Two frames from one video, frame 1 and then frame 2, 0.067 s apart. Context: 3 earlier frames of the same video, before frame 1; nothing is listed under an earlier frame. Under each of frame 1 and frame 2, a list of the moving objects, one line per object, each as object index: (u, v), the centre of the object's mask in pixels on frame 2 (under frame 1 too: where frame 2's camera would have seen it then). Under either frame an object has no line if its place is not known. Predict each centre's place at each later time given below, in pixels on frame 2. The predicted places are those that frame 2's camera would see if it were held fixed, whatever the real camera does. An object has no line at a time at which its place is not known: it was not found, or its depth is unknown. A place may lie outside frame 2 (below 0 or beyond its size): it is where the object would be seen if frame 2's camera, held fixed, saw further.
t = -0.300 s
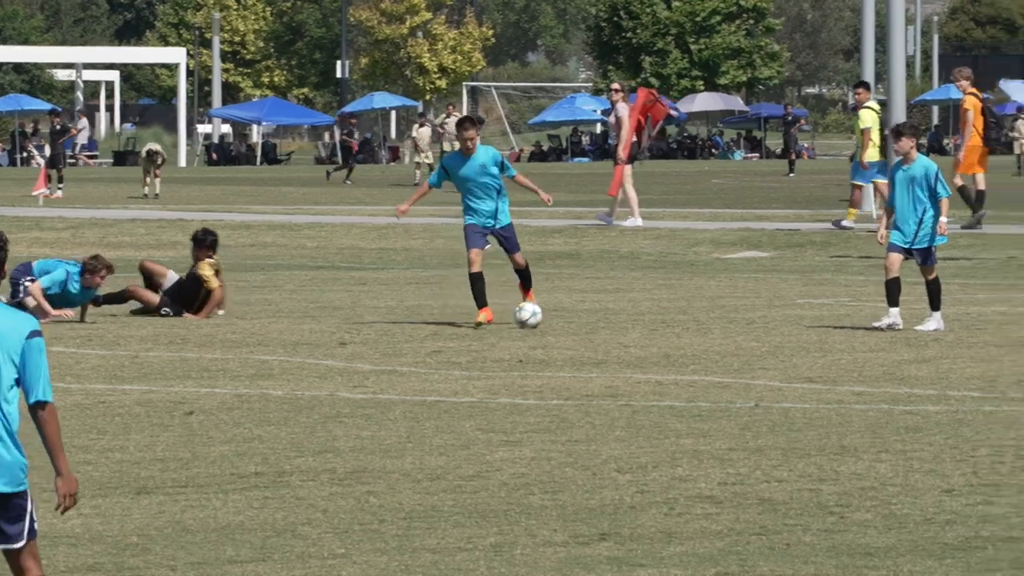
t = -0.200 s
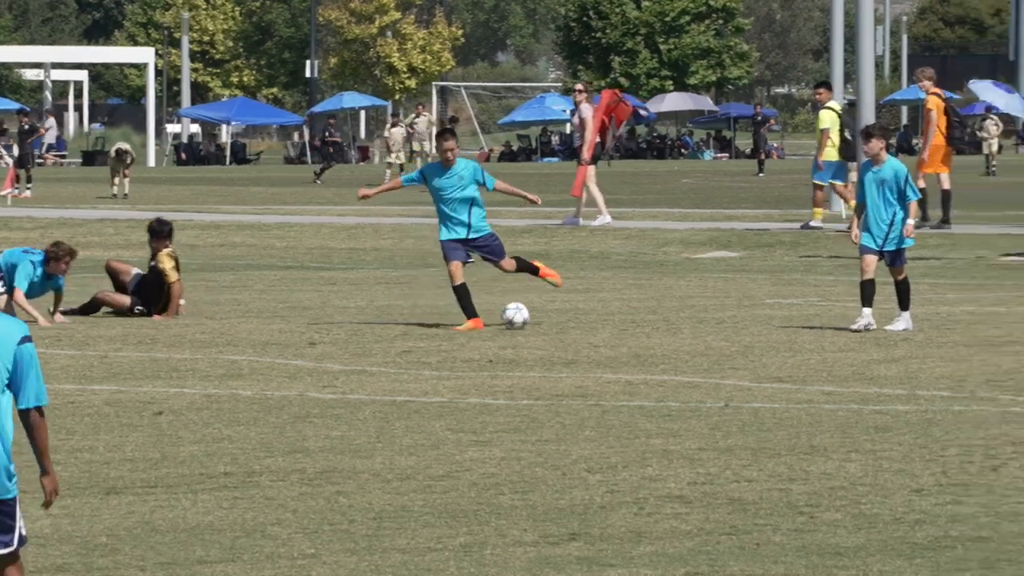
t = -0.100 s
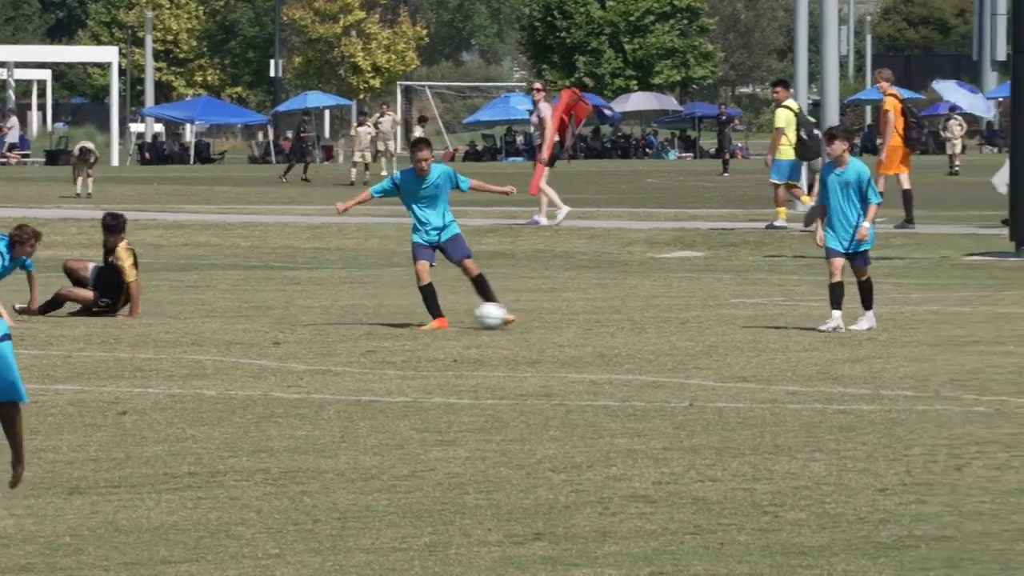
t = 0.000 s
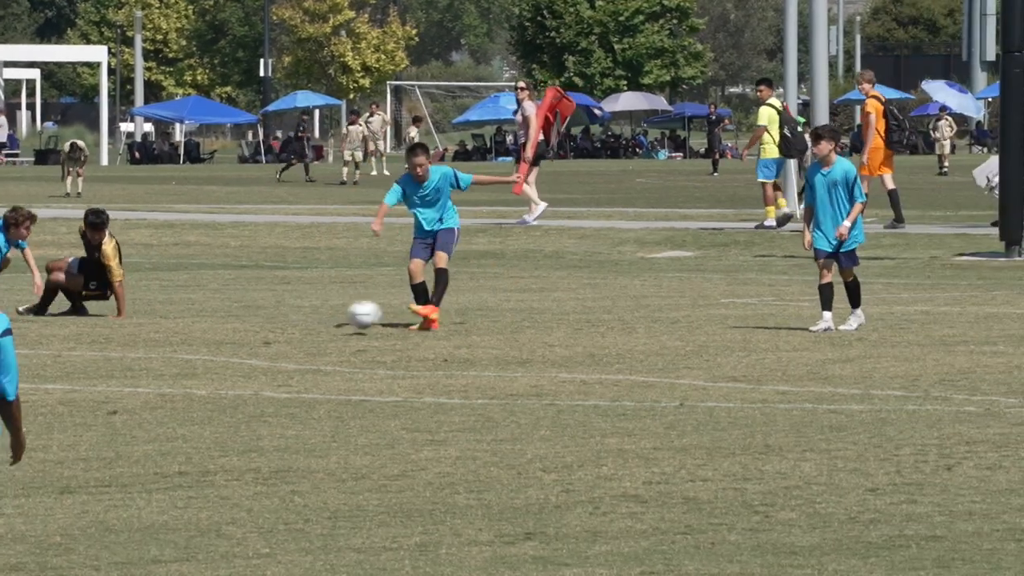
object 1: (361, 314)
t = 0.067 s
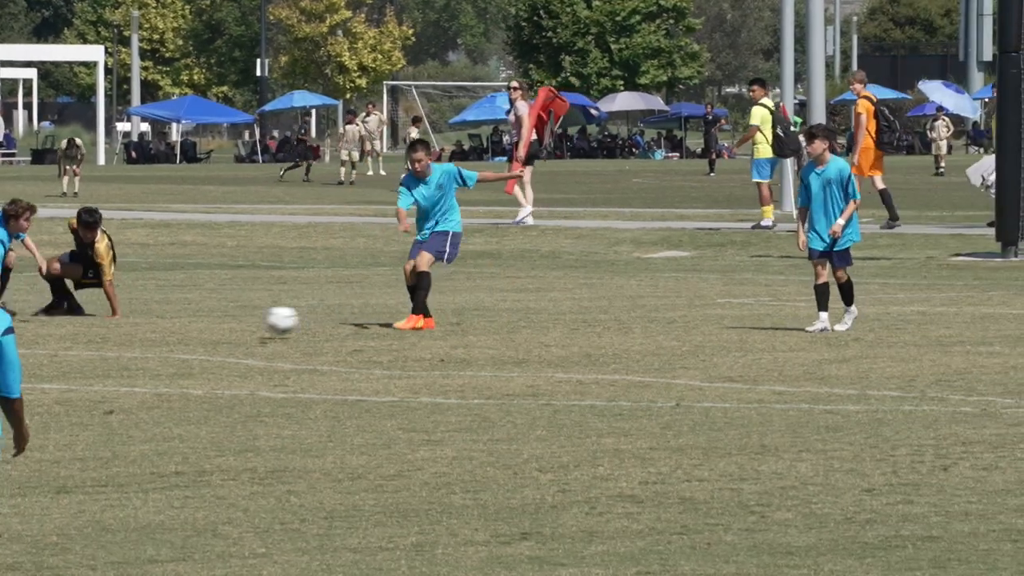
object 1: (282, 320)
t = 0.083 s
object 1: (261, 321)
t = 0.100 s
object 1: (240, 325)
